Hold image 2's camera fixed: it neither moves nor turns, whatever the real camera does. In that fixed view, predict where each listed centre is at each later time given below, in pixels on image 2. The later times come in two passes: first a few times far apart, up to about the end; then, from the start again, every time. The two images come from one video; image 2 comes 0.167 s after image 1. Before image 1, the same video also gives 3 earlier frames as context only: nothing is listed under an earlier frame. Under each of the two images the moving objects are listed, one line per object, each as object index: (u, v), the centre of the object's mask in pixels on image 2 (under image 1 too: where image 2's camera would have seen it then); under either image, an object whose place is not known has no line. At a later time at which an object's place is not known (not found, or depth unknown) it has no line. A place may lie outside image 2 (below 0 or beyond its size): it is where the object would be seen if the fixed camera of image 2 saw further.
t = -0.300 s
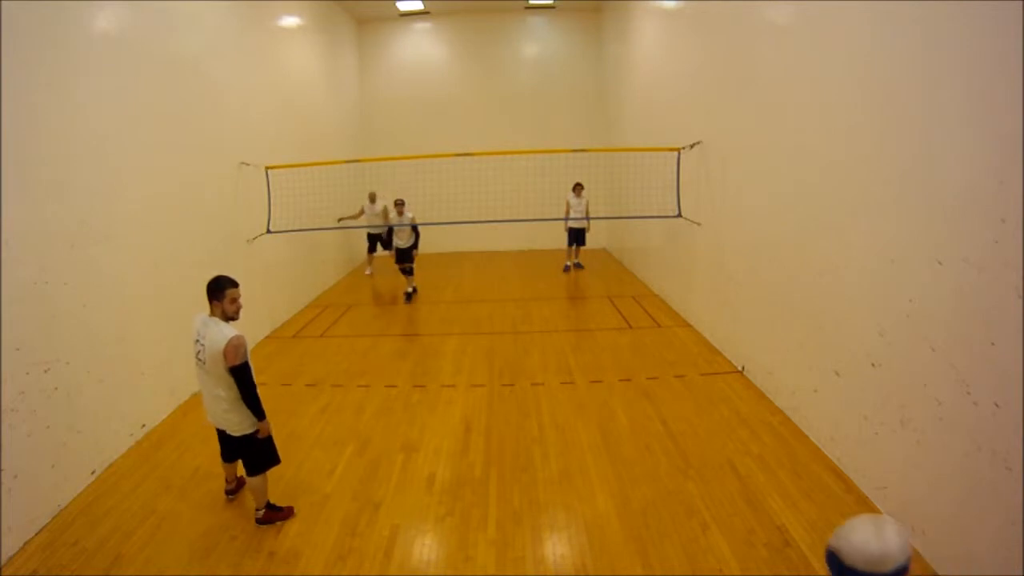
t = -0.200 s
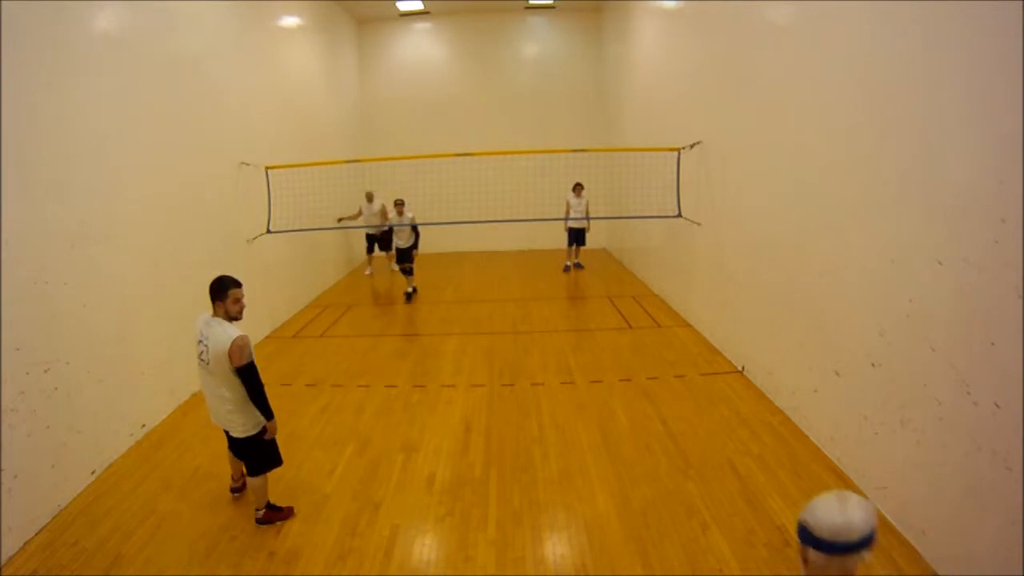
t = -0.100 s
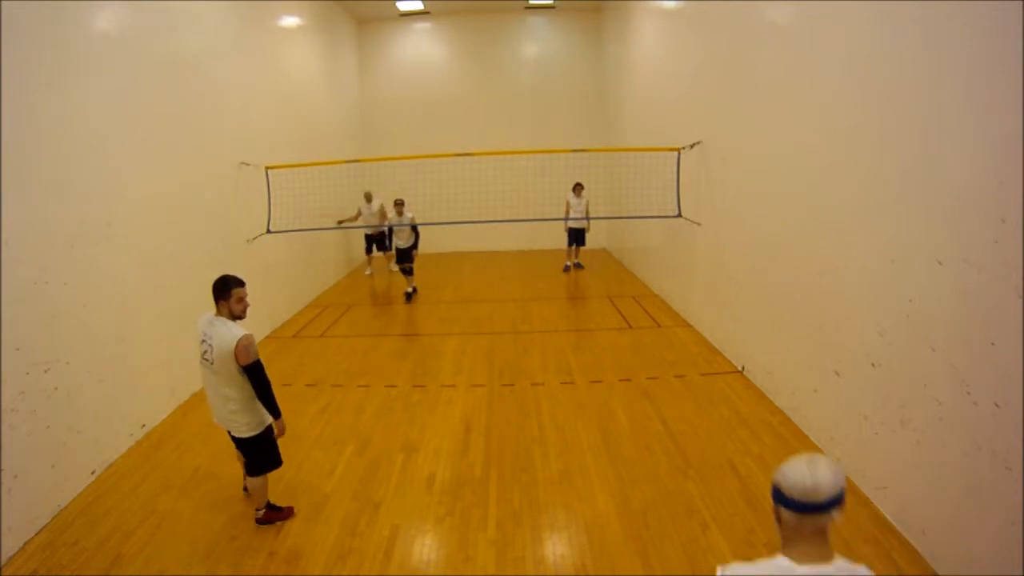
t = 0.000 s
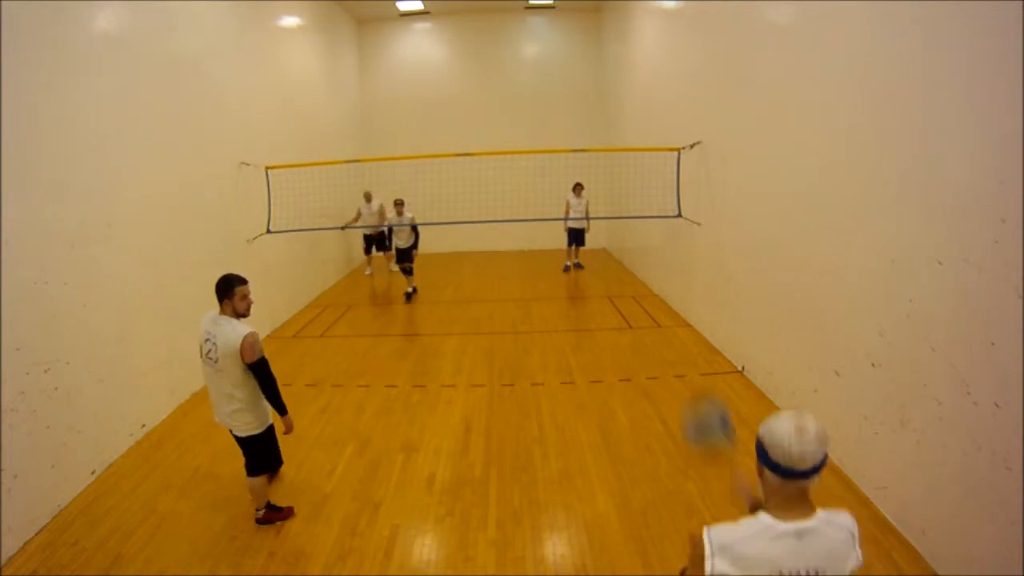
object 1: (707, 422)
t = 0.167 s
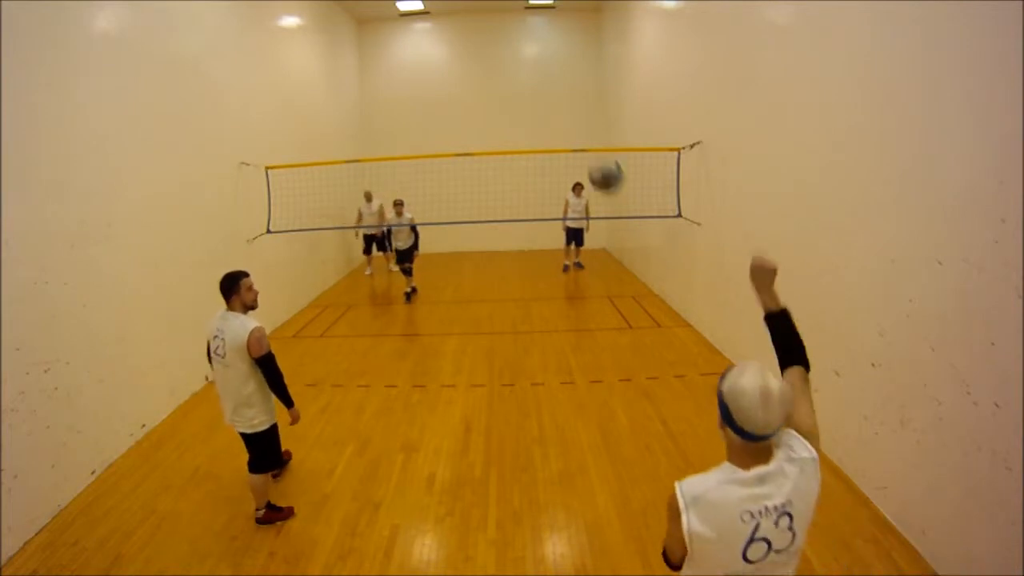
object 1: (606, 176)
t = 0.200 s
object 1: (592, 152)
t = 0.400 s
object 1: (546, 86)
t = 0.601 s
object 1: (525, 86)
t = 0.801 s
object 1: (515, 110)
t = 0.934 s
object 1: (510, 135)
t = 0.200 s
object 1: (592, 152)
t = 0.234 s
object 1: (582, 132)
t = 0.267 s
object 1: (572, 117)
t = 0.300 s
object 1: (564, 106)
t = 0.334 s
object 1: (557, 98)
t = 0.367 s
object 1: (551, 91)
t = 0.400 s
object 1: (546, 86)
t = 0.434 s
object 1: (541, 83)
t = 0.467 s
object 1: (537, 82)
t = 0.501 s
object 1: (534, 81)
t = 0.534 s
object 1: (531, 82)
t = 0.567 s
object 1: (528, 84)
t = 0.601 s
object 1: (525, 86)
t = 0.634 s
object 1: (523, 88)
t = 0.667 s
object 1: (521, 92)
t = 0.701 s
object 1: (519, 96)
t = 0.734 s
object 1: (518, 100)
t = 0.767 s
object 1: (516, 105)
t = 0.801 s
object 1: (515, 110)
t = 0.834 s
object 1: (513, 116)
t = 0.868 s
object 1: (512, 122)
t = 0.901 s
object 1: (511, 128)
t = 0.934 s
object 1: (510, 135)
